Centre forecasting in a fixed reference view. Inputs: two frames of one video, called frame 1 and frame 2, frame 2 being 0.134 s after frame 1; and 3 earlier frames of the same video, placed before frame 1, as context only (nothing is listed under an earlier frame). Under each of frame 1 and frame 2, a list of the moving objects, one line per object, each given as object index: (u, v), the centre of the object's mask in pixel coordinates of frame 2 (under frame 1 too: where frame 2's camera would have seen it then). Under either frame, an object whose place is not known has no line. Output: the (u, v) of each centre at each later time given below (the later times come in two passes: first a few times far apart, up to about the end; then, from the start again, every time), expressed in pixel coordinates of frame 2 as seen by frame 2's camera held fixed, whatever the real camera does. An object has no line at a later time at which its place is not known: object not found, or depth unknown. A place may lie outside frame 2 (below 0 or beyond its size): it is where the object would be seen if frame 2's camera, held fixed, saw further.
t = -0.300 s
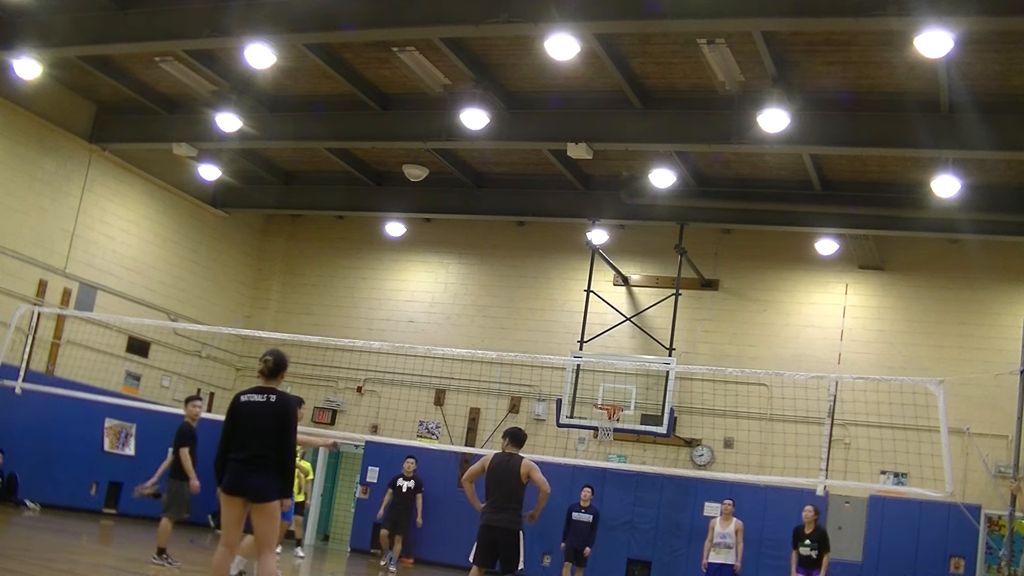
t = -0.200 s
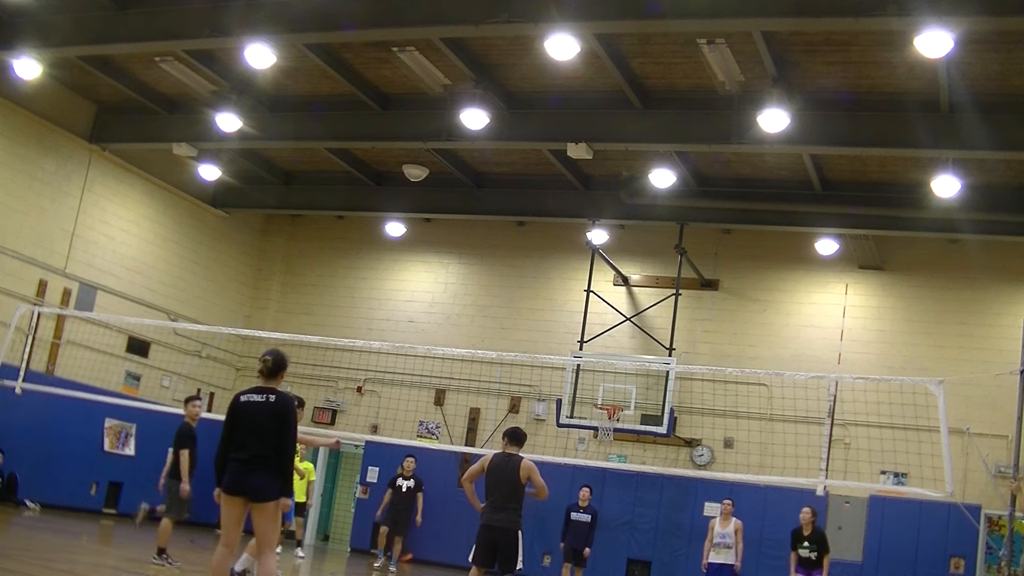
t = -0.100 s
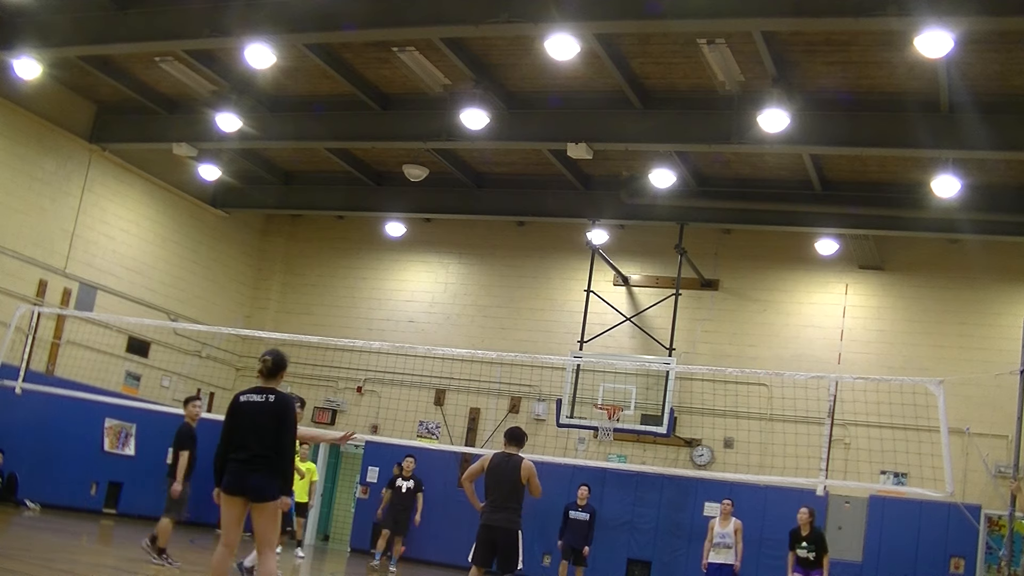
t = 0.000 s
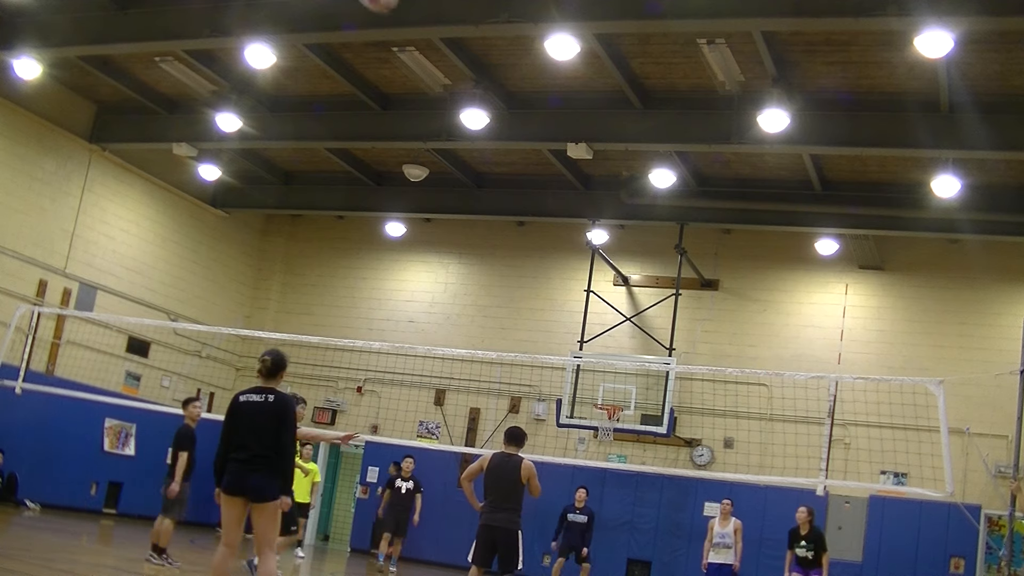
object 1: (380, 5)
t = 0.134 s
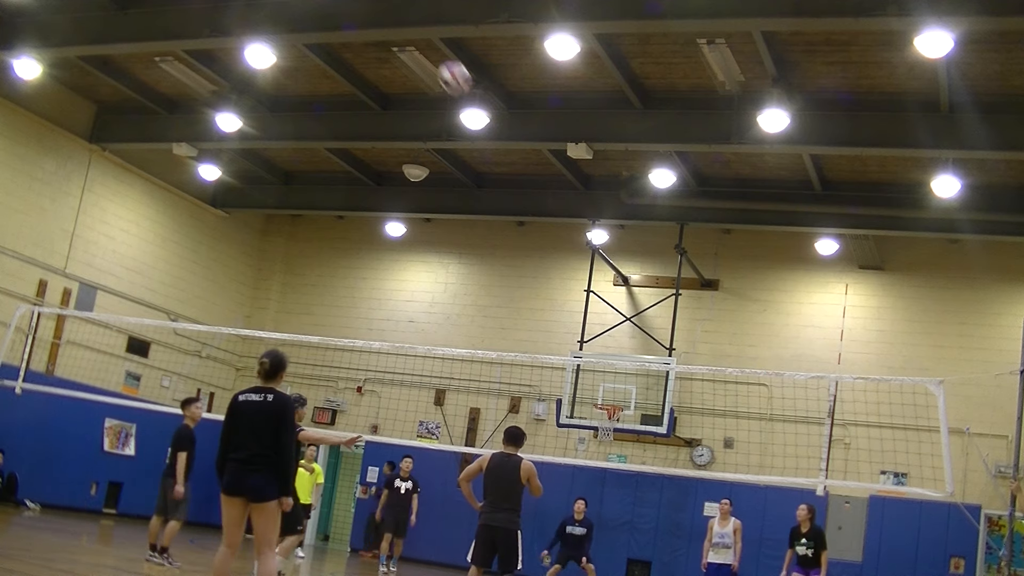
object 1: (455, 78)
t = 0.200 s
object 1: (483, 117)
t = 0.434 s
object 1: (547, 248)
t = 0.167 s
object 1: (469, 95)
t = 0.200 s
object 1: (483, 117)
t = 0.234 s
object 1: (494, 138)
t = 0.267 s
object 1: (504, 156)
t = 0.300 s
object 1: (515, 175)
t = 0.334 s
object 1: (524, 194)
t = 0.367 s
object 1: (532, 213)
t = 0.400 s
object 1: (540, 231)
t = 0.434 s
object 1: (547, 248)
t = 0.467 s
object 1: (553, 266)
